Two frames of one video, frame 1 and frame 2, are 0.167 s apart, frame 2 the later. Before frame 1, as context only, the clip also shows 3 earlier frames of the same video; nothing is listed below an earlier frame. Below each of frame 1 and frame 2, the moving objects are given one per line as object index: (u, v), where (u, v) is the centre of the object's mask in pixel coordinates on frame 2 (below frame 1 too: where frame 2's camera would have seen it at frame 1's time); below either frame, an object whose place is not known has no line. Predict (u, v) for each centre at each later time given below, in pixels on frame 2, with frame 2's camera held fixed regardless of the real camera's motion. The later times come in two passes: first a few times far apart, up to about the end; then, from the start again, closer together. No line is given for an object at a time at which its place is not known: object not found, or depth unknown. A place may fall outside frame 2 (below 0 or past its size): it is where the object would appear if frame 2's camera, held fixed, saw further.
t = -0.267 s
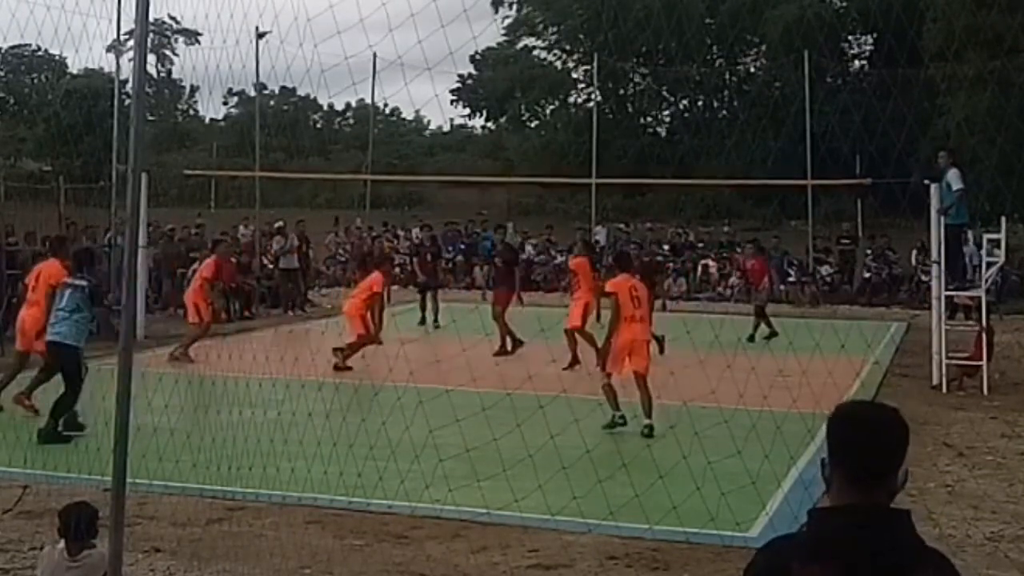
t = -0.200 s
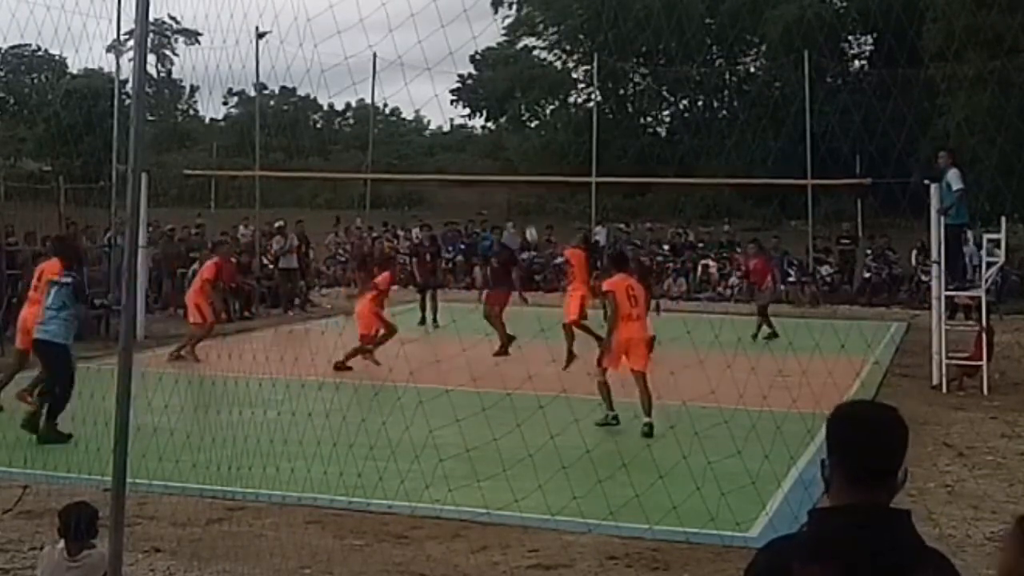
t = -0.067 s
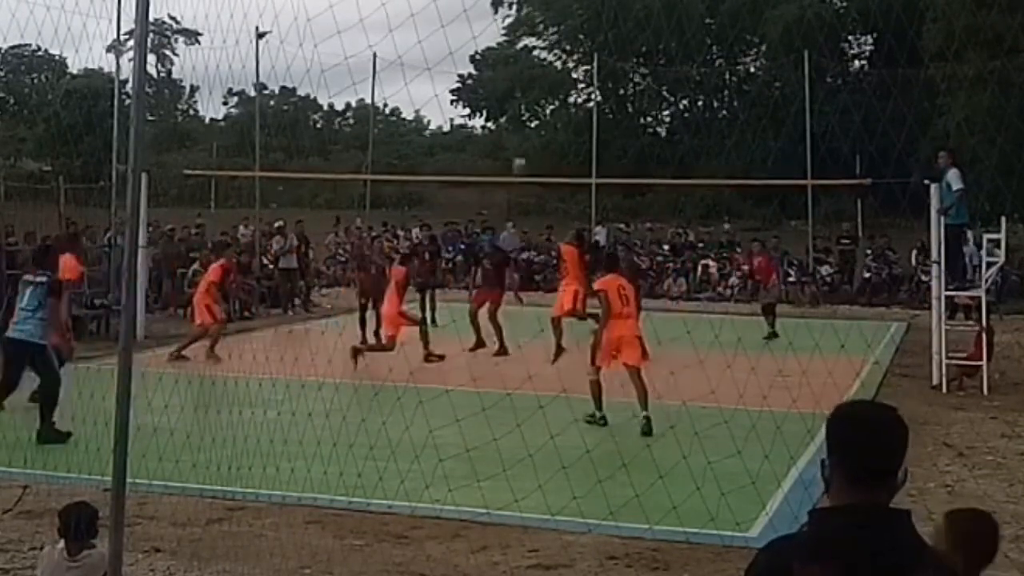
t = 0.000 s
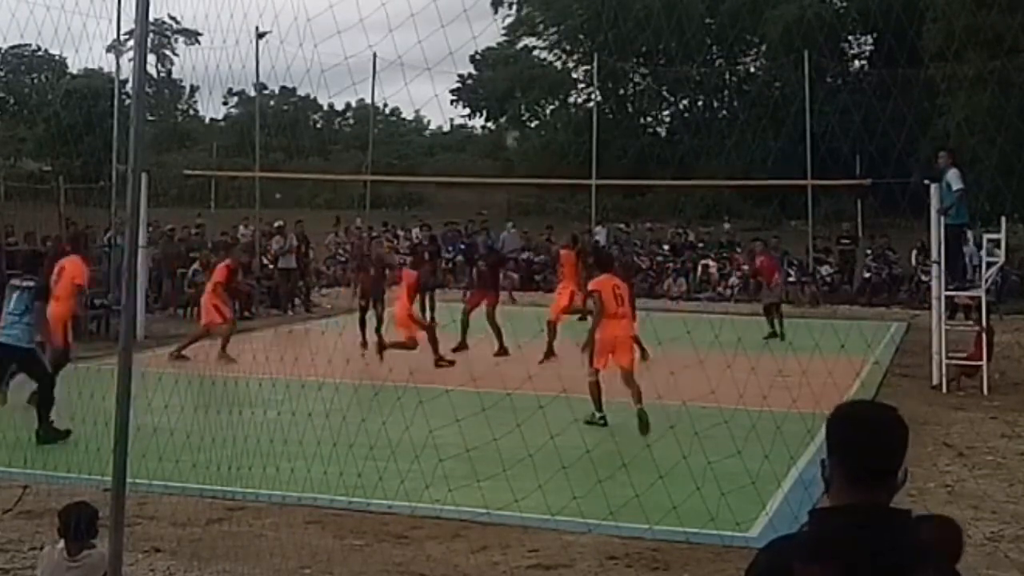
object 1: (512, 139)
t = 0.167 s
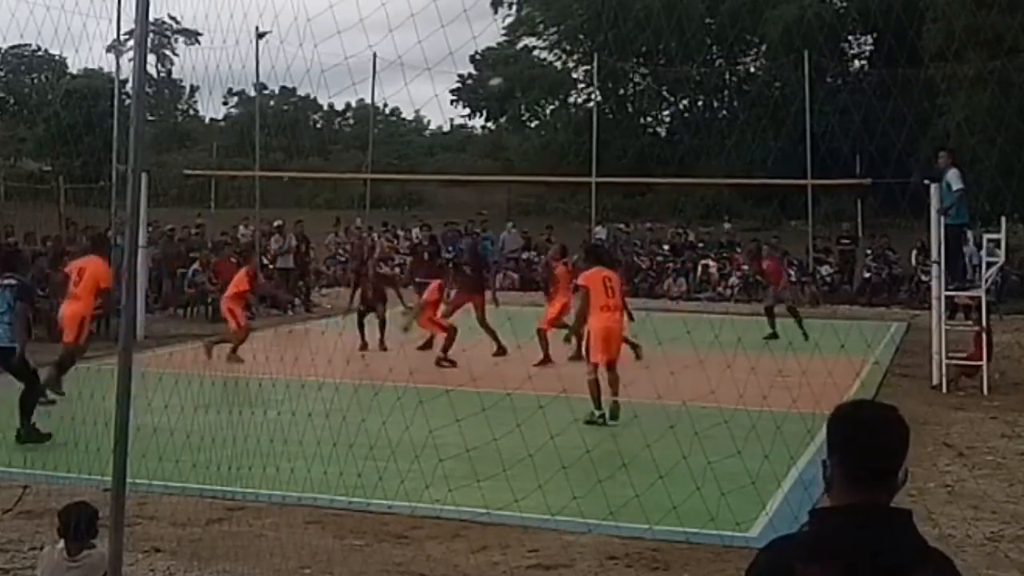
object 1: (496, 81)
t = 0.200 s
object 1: (493, 75)
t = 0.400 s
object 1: (474, 45)
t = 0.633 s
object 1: (451, 46)
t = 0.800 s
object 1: (435, 72)
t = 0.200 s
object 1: (493, 75)
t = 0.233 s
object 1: (490, 68)
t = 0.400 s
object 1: (474, 45)
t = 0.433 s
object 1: (471, 44)
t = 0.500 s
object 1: (464, 41)
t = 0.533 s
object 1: (461, 41)
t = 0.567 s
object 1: (458, 42)
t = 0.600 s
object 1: (455, 44)
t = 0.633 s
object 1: (451, 46)
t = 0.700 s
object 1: (445, 54)
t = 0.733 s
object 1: (442, 60)
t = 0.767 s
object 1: (439, 65)
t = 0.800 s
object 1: (435, 72)
